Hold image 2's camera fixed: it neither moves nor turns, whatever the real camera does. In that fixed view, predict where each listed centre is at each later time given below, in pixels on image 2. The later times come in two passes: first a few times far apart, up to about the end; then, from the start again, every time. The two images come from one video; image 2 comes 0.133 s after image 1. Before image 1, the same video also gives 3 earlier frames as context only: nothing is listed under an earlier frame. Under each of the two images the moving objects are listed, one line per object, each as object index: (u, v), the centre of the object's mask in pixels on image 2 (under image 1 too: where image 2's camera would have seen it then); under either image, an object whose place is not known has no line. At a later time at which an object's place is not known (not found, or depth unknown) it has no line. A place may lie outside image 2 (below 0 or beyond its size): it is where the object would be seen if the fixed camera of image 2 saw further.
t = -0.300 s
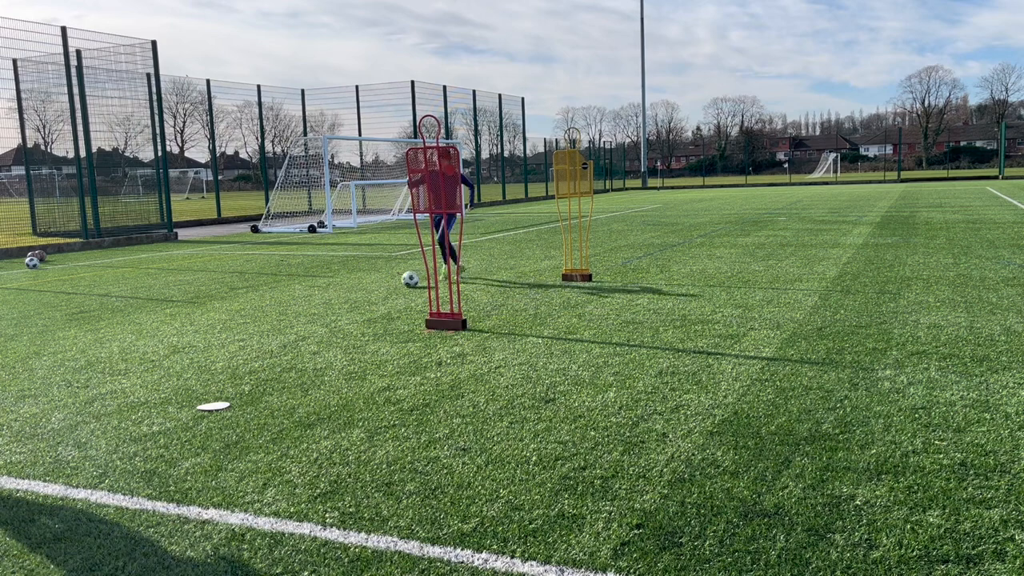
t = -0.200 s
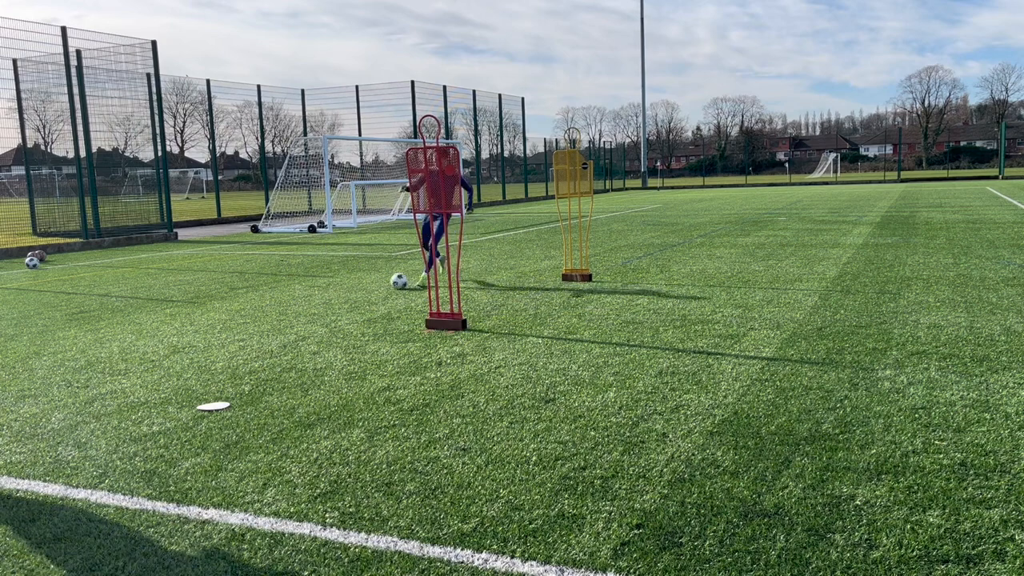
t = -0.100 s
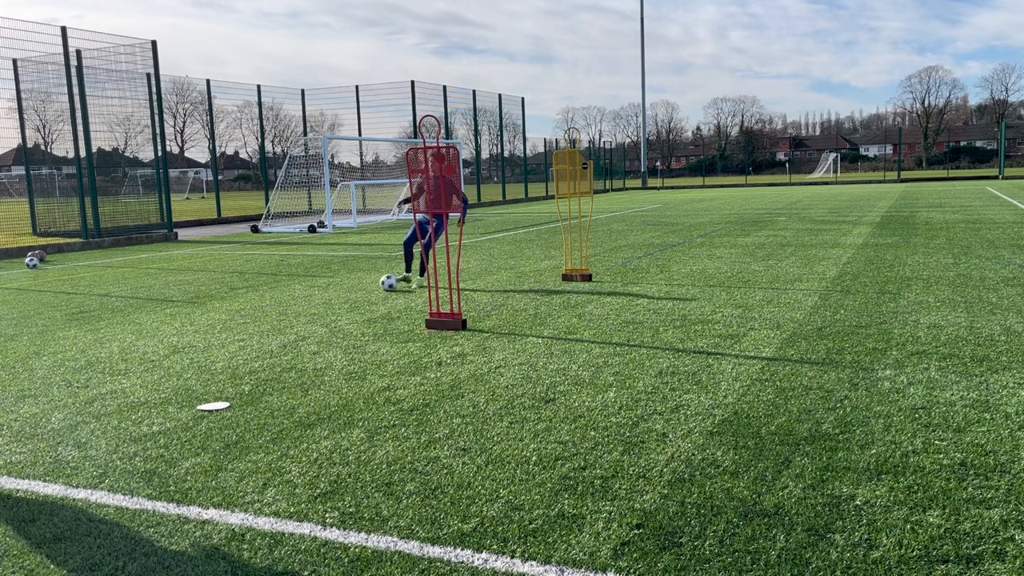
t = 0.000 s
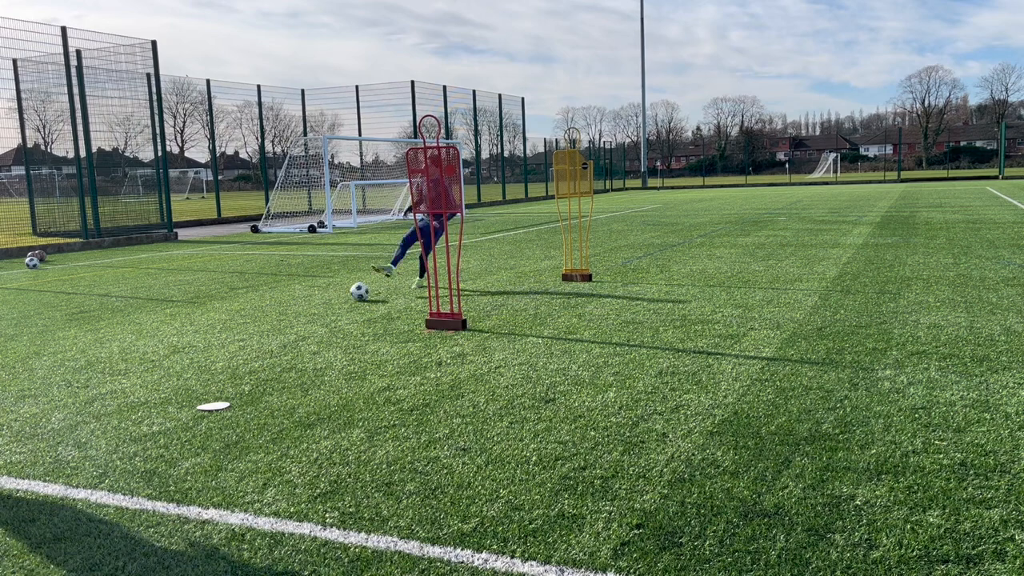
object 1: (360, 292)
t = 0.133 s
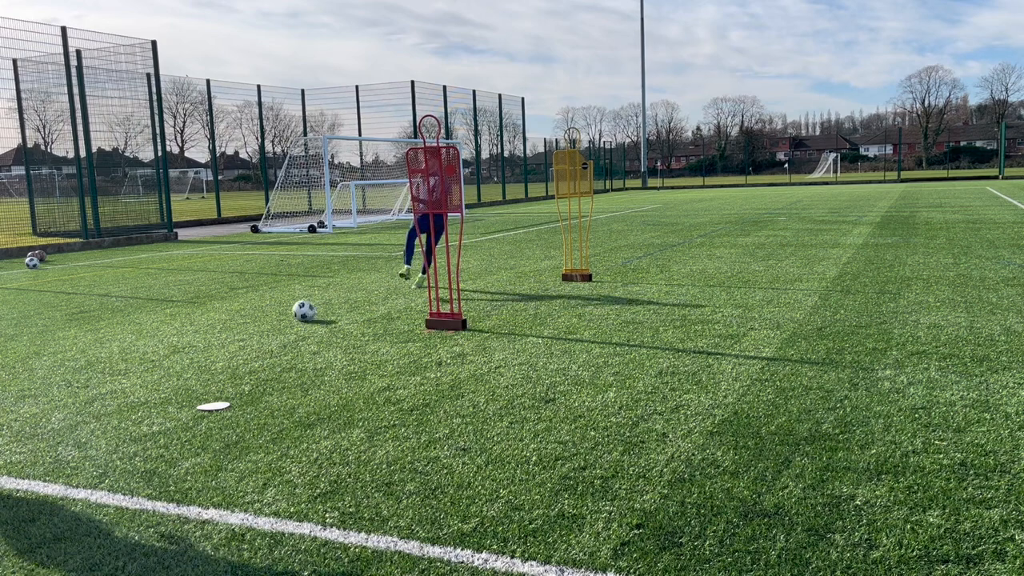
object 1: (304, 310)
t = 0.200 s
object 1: (271, 322)
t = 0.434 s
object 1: (132, 371)
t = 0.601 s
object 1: (7, 418)
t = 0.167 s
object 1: (288, 316)
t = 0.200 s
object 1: (271, 322)
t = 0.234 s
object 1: (254, 328)
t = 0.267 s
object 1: (236, 334)
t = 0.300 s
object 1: (218, 341)
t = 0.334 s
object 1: (197, 347)
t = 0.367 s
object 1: (177, 354)
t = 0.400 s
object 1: (155, 362)
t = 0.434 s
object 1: (132, 371)
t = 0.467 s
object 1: (107, 379)
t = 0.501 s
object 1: (82, 387)
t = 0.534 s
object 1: (55, 398)
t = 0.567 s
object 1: (25, 408)
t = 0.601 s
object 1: (7, 418)
